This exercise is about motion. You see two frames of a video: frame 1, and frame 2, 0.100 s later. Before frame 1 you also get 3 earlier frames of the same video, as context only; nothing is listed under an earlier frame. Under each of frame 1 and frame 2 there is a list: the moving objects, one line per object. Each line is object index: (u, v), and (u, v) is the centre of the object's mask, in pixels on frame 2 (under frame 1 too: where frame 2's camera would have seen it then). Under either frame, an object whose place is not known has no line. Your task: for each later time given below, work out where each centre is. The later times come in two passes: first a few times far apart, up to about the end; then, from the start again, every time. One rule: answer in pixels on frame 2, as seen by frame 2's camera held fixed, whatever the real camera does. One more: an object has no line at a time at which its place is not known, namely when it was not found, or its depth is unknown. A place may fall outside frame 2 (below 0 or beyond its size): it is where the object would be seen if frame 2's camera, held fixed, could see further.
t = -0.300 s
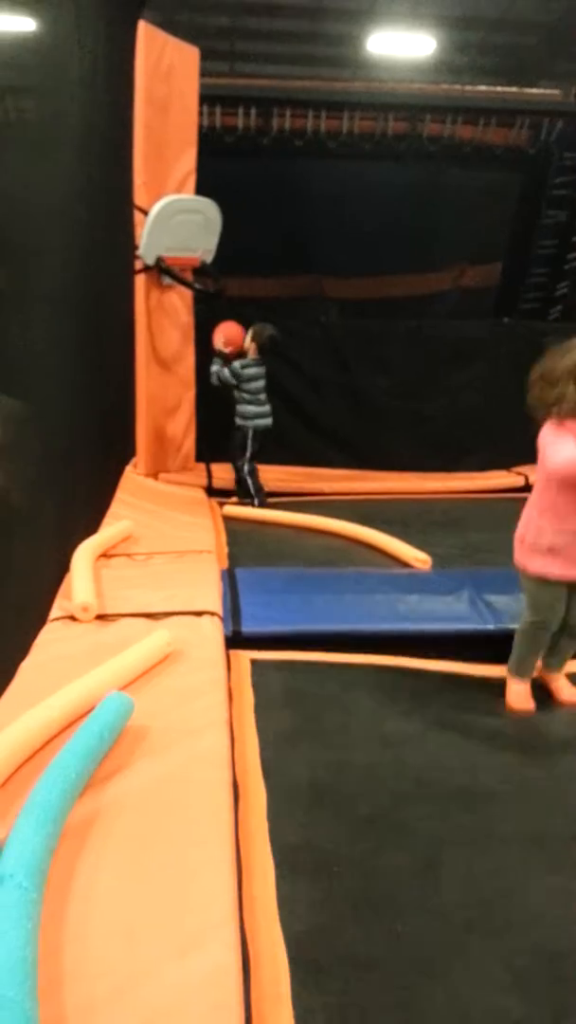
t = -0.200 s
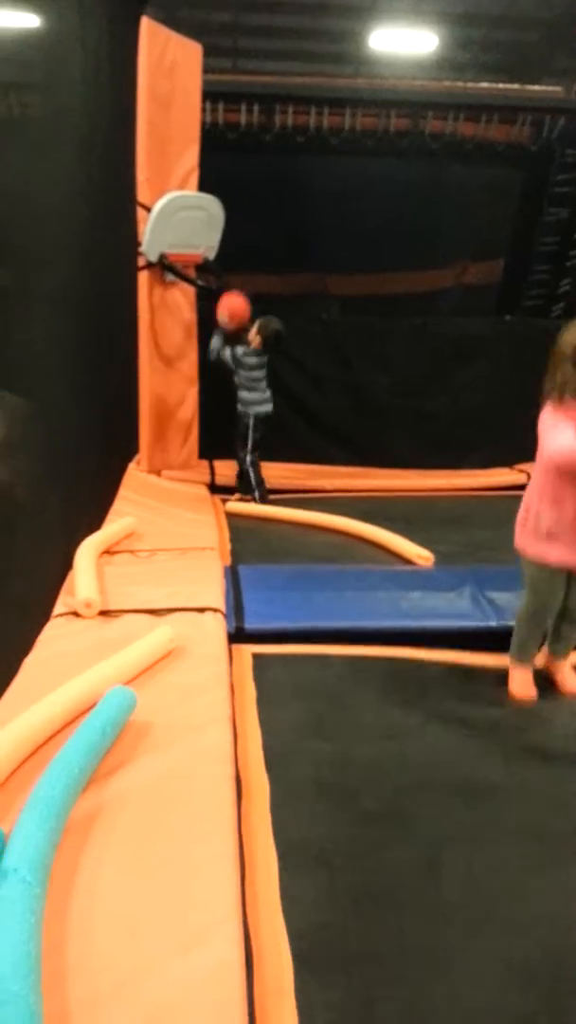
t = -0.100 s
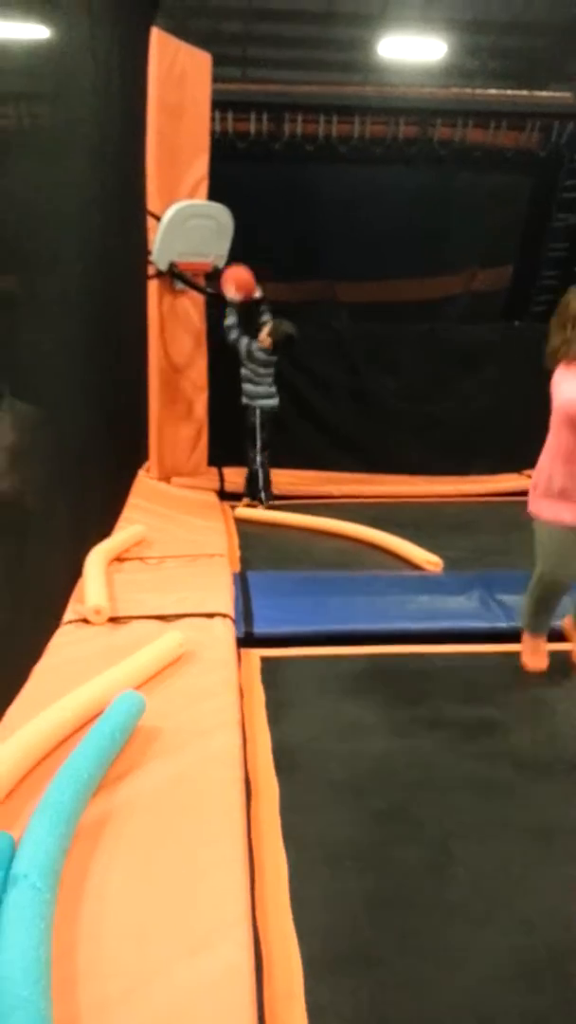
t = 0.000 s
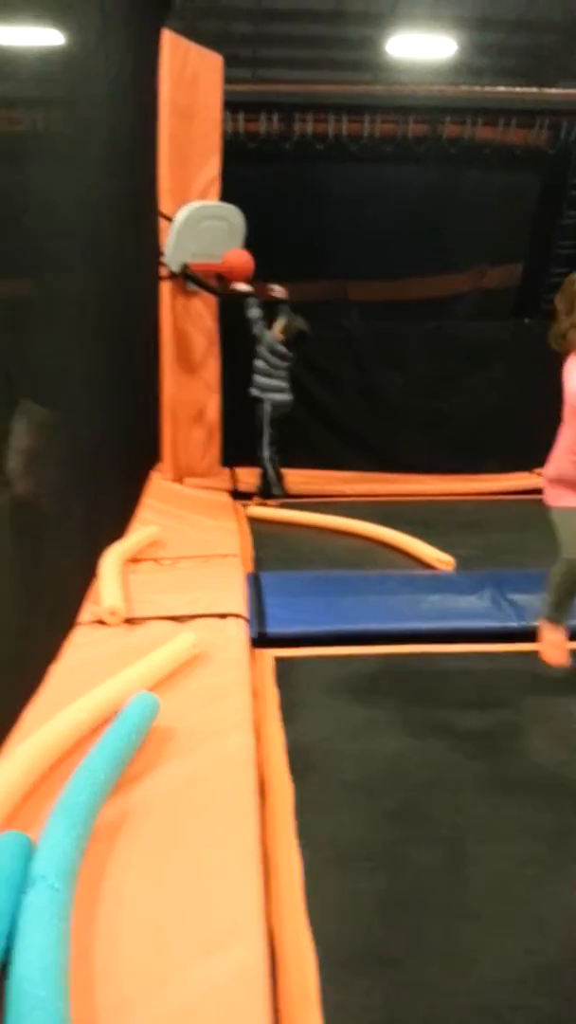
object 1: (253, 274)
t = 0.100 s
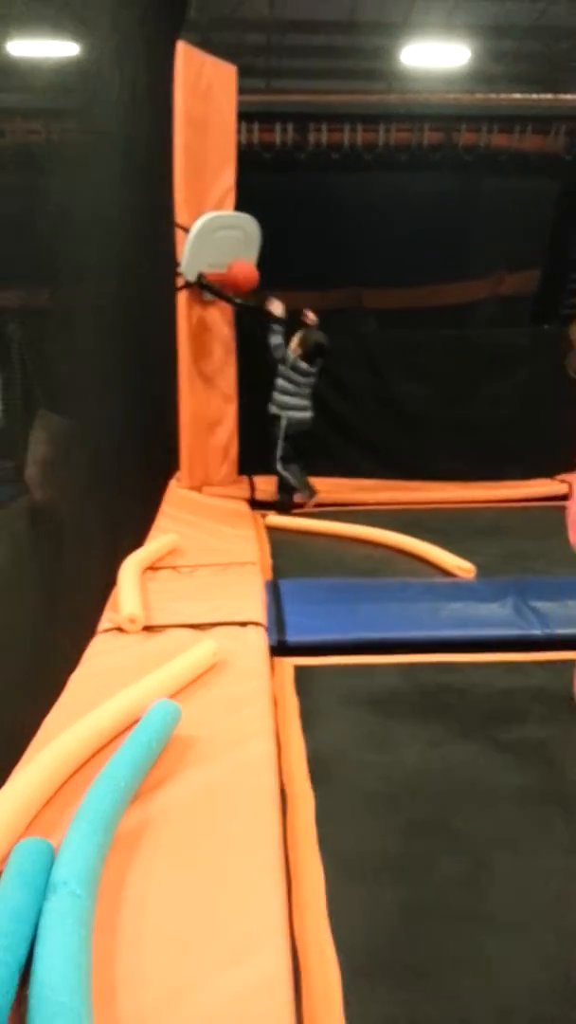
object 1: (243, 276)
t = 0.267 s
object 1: (222, 319)
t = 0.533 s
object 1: (236, 425)
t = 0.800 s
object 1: (275, 419)
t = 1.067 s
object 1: (327, 426)
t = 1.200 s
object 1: (354, 474)
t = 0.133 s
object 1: (238, 282)
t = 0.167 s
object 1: (236, 286)
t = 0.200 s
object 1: (234, 290)
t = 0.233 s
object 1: (228, 307)
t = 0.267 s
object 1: (222, 319)
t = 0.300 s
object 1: (220, 333)
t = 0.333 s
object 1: (219, 343)
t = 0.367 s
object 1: (221, 352)
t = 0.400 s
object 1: (224, 365)
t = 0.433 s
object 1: (226, 377)
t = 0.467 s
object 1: (231, 390)
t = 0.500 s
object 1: (233, 407)
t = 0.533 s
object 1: (236, 425)
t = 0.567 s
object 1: (240, 445)
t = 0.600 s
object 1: (241, 468)
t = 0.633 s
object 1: (245, 470)
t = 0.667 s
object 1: (252, 455)
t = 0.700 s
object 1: (257, 444)
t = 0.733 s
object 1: (264, 434)
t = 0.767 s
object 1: (270, 426)
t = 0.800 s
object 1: (275, 419)
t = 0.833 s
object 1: (282, 413)
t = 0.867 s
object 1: (289, 410)
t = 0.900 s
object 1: (294, 408)
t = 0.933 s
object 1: (301, 408)
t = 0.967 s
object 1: (308, 409)
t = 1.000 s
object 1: (314, 413)
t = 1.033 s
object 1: (321, 418)
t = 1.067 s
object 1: (327, 426)
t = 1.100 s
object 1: (334, 436)
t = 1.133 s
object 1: (341, 447)
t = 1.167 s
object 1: (347, 459)
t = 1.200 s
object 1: (354, 474)
